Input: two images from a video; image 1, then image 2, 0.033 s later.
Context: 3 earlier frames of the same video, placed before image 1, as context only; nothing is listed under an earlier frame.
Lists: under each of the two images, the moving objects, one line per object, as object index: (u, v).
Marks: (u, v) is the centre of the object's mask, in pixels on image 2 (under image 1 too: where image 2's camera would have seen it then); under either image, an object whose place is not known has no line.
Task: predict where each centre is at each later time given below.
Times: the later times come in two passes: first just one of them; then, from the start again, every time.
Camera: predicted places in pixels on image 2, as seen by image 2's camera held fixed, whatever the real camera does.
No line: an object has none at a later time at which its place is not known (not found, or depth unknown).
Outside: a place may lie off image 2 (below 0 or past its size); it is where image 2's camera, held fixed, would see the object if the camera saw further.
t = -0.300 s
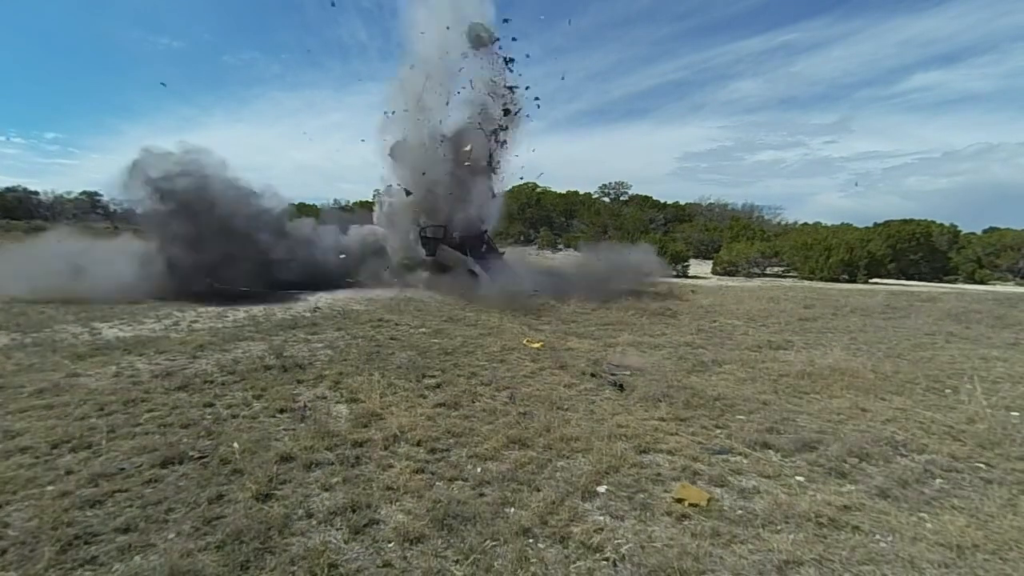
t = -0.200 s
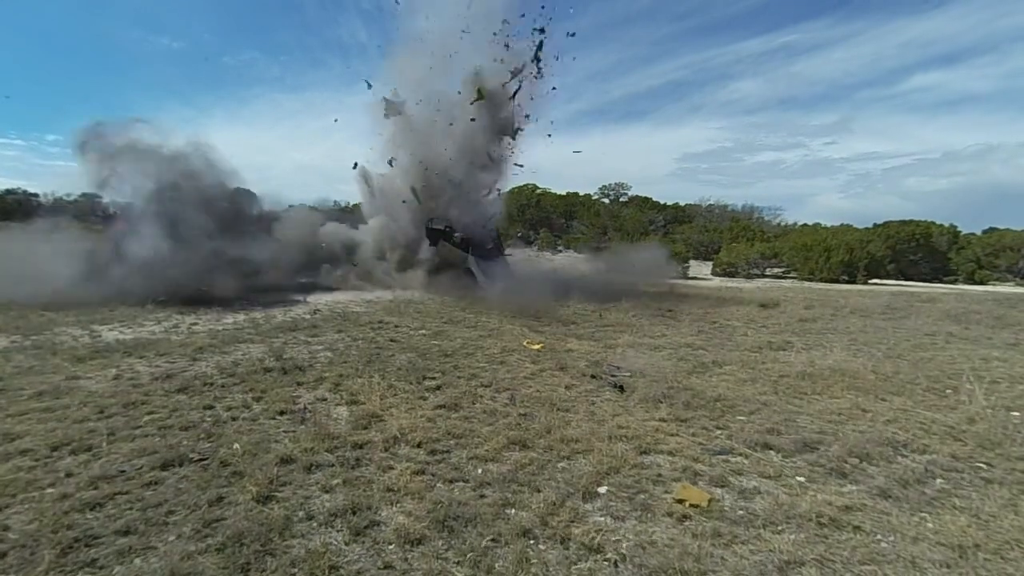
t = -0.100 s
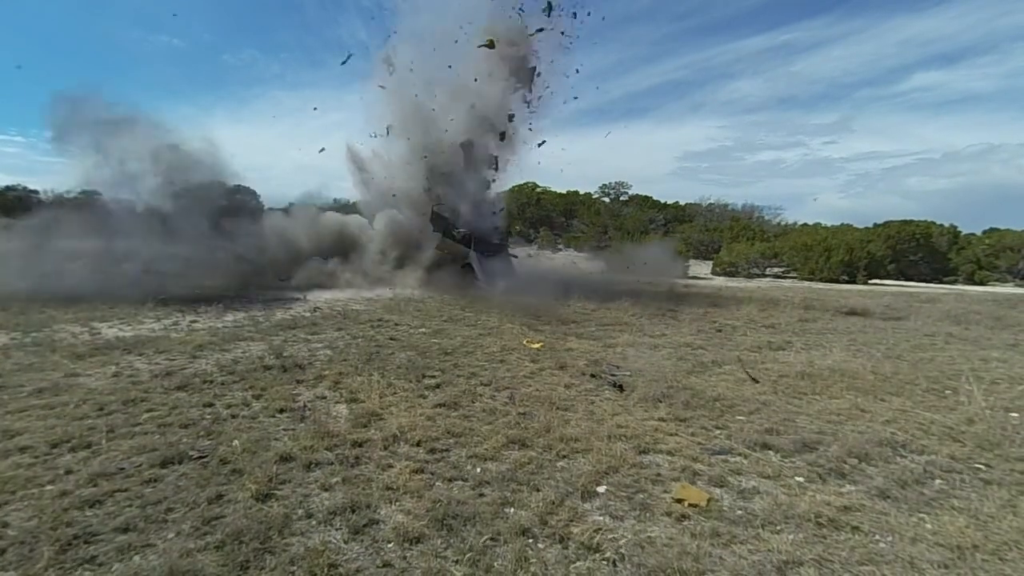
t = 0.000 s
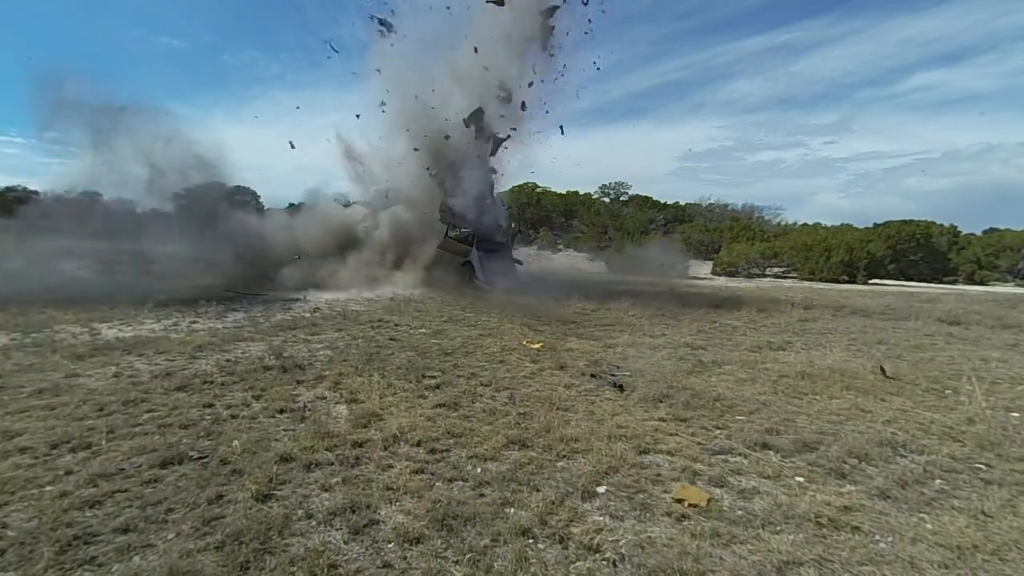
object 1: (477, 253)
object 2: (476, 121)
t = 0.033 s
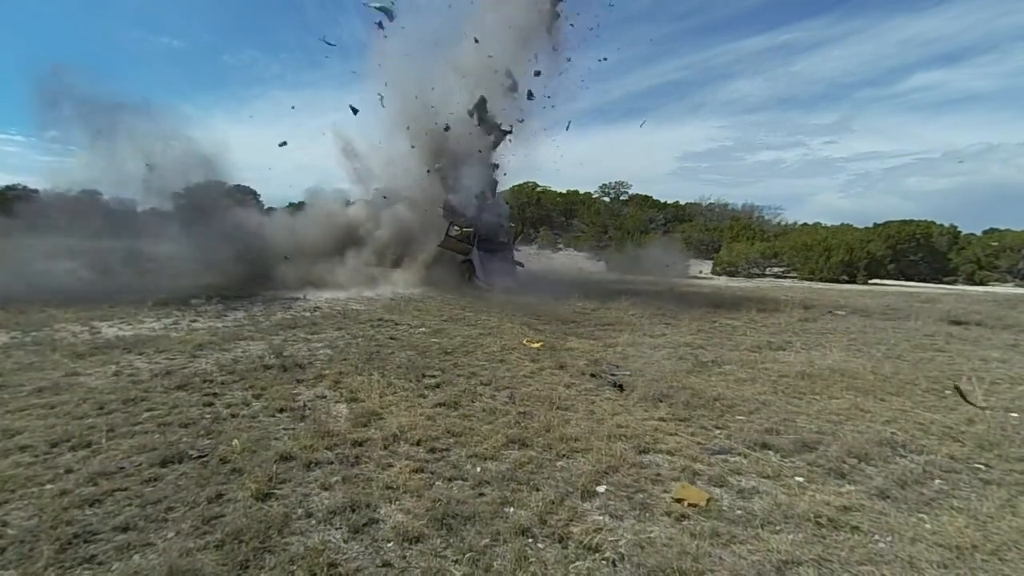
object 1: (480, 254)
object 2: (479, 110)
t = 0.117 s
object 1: (485, 245)
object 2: (489, 93)
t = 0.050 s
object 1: (483, 239)
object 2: (481, 106)
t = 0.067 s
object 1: (483, 252)
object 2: (484, 105)
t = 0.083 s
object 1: (483, 252)
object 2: (486, 102)
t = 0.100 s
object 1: (485, 243)
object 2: (488, 97)
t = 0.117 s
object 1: (485, 245)
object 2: (489, 93)
